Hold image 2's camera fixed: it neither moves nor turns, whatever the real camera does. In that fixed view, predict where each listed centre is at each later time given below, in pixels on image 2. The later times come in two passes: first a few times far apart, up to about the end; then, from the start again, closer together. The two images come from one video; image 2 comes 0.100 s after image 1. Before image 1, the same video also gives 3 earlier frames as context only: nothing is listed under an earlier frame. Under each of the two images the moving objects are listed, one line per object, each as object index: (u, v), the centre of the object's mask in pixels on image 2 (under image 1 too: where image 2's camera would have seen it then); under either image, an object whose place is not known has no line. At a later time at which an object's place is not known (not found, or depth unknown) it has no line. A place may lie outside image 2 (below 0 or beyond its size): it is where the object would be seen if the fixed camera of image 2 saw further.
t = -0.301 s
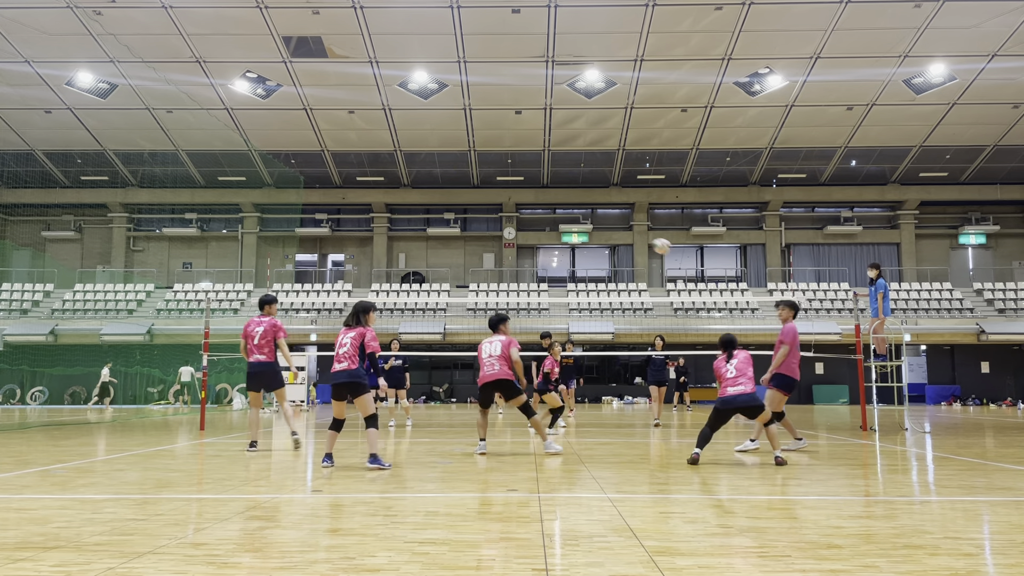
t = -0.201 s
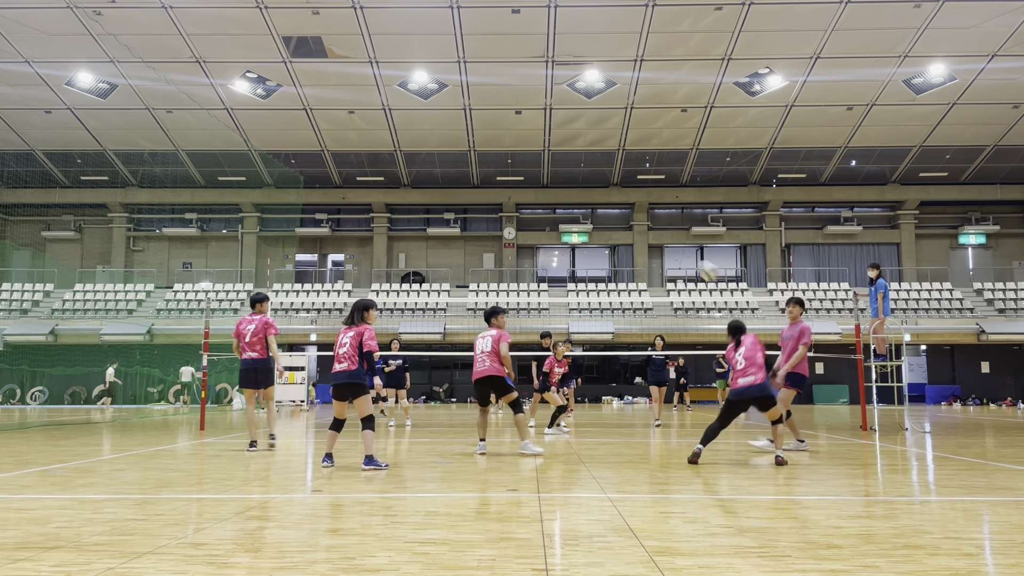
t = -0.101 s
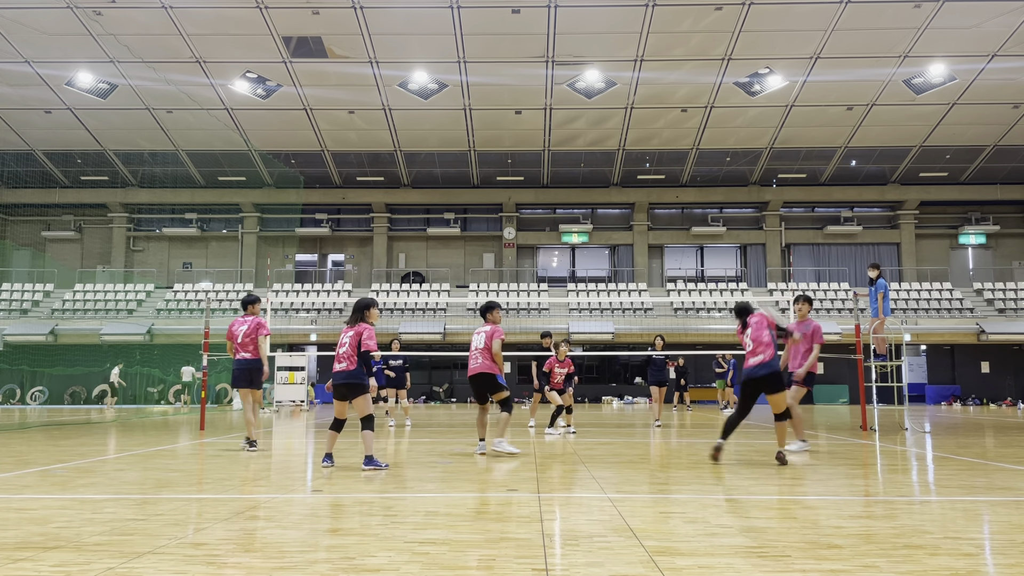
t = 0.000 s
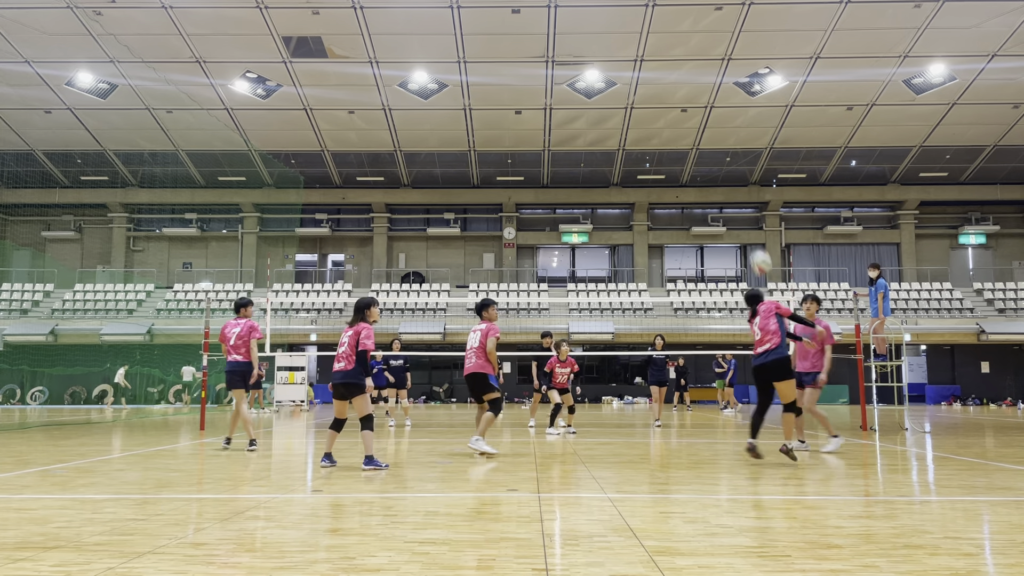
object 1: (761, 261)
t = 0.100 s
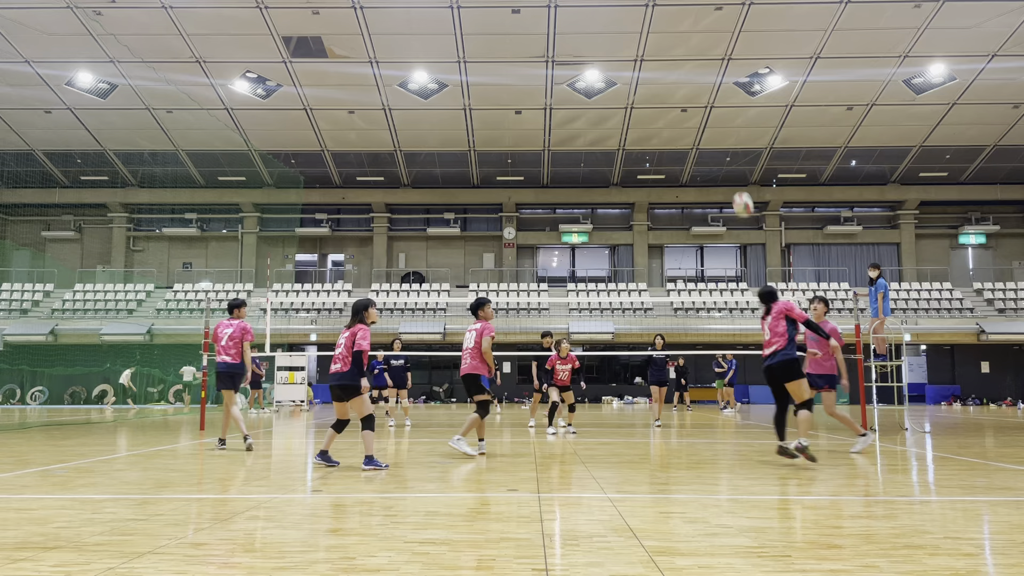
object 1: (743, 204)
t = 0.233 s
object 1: (721, 148)
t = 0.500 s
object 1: (684, 92)
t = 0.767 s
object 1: (655, 95)
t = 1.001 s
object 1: (633, 137)
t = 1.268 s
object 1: (612, 221)
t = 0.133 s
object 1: (737, 188)
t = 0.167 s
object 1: (731, 174)
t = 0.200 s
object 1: (726, 160)
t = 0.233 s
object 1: (721, 148)
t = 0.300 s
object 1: (711, 127)
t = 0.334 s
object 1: (706, 118)
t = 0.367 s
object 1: (701, 112)
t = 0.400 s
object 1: (696, 105)
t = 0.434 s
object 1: (692, 99)
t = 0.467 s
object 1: (688, 96)
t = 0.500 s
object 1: (684, 92)
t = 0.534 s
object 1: (680, 89)
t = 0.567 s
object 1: (676, 88)
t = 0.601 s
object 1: (672, 87)
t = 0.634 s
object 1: (669, 87)
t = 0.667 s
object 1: (665, 88)
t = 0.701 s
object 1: (662, 90)
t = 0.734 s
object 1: (658, 93)
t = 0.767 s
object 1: (655, 95)
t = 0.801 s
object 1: (652, 99)
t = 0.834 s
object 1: (648, 104)
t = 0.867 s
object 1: (645, 109)
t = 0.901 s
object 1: (642, 115)
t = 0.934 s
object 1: (639, 122)
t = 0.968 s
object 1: (635, 129)
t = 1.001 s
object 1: (633, 137)
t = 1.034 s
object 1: (630, 146)
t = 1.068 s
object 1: (627, 155)
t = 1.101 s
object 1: (624, 164)
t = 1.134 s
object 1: (622, 175)
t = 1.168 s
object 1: (619, 184)
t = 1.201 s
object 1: (617, 196)
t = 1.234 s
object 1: (614, 208)
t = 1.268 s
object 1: (612, 221)
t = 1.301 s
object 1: (610, 233)
